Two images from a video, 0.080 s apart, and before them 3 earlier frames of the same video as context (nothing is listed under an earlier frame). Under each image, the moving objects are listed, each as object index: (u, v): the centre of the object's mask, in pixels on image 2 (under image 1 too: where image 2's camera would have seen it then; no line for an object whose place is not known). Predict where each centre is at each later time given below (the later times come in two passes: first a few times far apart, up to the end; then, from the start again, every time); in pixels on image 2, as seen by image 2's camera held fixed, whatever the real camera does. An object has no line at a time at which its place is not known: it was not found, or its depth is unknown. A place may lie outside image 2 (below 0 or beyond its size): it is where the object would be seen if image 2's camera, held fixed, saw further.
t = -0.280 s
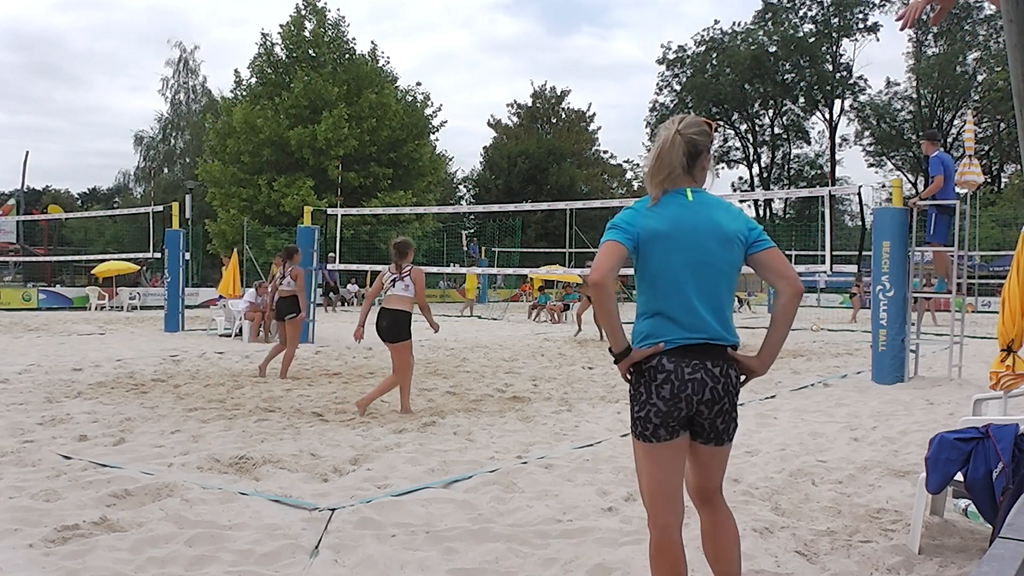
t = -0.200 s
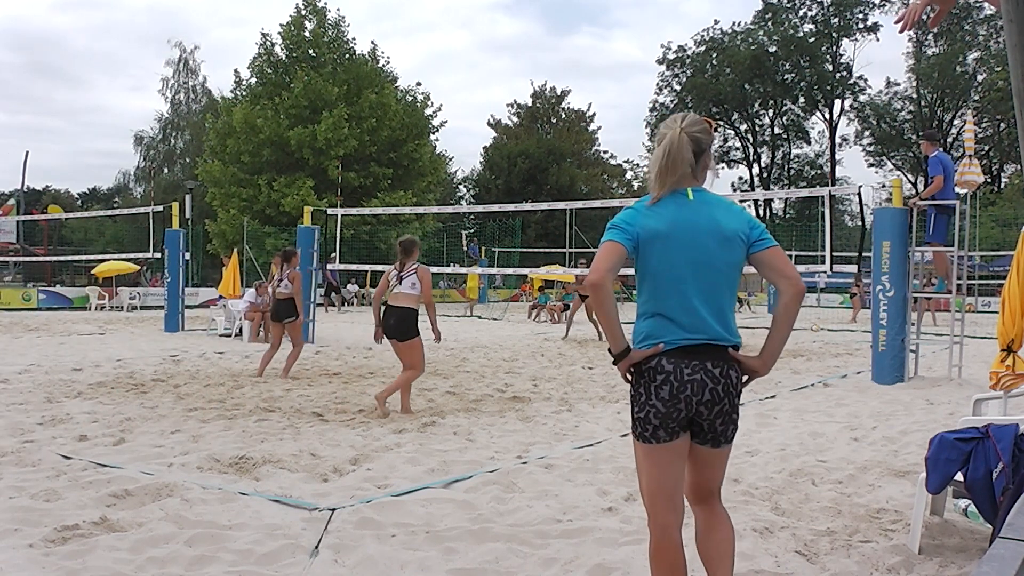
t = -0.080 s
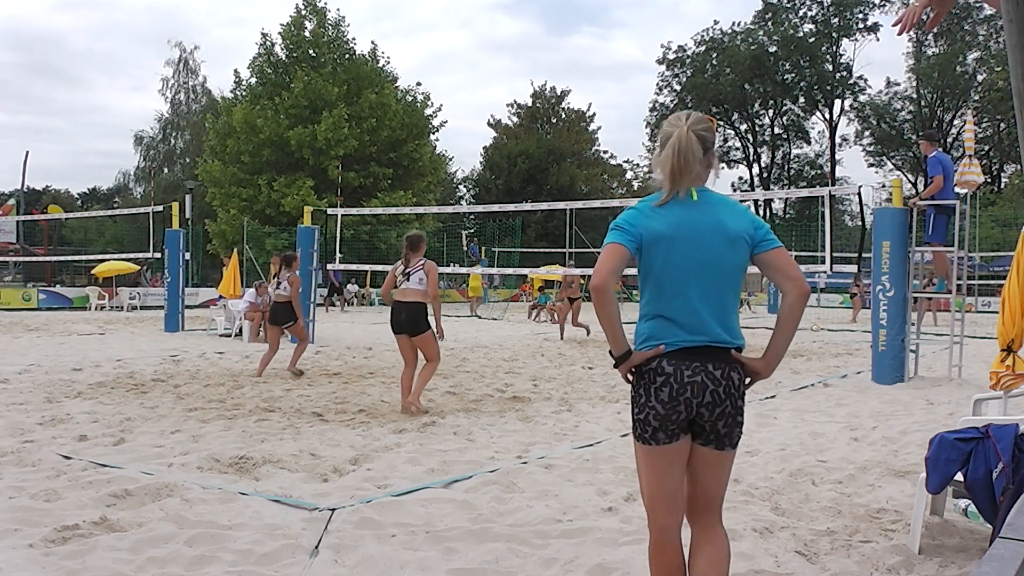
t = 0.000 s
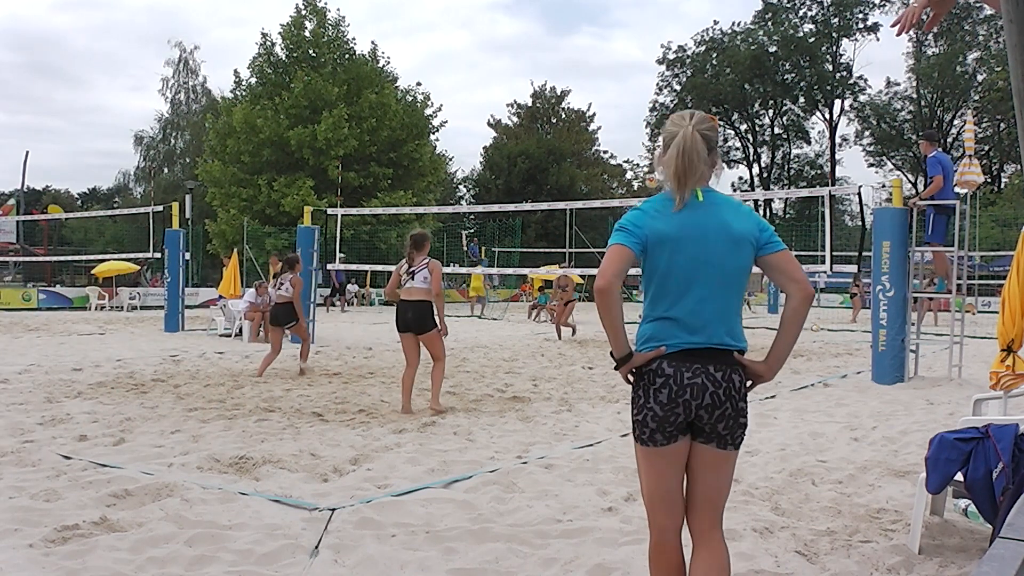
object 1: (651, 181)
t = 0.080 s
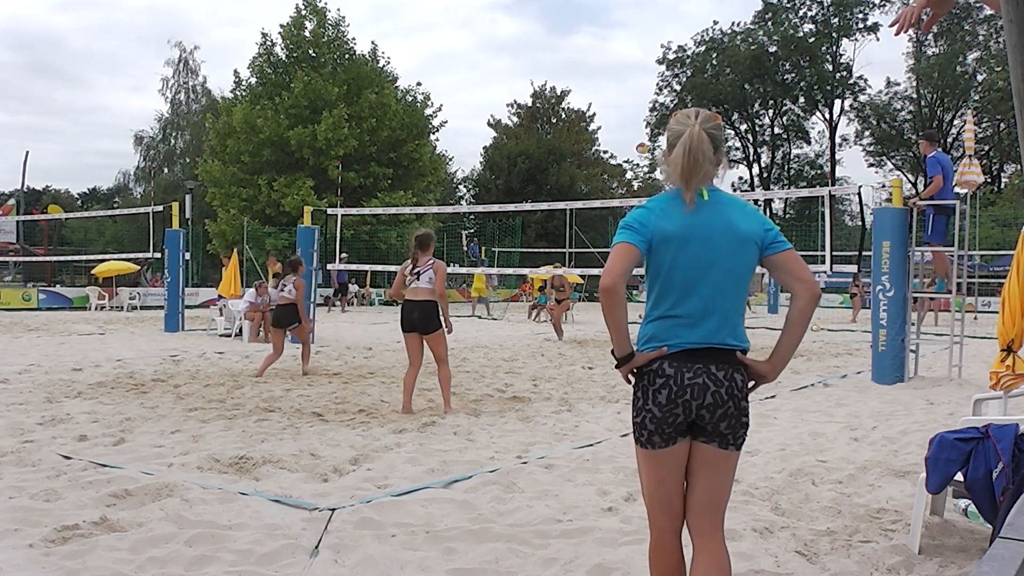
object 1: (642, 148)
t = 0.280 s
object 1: (617, 81)
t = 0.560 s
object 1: (580, 29)
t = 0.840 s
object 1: (544, 23)
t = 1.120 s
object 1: (507, 62)
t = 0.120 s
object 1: (637, 133)
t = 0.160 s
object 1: (632, 118)
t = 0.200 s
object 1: (627, 105)
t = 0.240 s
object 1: (622, 93)
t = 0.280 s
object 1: (617, 81)
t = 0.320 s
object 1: (611, 71)
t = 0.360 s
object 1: (606, 62)
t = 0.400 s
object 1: (601, 54)
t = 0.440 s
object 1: (596, 46)
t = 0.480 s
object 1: (591, 40)
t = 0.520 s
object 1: (585, 34)
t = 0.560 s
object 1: (580, 29)
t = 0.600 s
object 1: (575, 26)
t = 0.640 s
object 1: (570, 23)
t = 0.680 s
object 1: (565, 21)
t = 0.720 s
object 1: (559, 20)
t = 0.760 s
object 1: (554, 20)
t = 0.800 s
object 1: (549, 21)
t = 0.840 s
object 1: (544, 23)
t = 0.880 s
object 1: (539, 26)
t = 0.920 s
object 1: (533, 29)
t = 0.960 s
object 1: (528, 34)
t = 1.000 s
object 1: (523, 40)
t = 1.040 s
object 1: (518, 46)
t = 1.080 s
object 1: (512, 53)
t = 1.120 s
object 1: (507, 62)
